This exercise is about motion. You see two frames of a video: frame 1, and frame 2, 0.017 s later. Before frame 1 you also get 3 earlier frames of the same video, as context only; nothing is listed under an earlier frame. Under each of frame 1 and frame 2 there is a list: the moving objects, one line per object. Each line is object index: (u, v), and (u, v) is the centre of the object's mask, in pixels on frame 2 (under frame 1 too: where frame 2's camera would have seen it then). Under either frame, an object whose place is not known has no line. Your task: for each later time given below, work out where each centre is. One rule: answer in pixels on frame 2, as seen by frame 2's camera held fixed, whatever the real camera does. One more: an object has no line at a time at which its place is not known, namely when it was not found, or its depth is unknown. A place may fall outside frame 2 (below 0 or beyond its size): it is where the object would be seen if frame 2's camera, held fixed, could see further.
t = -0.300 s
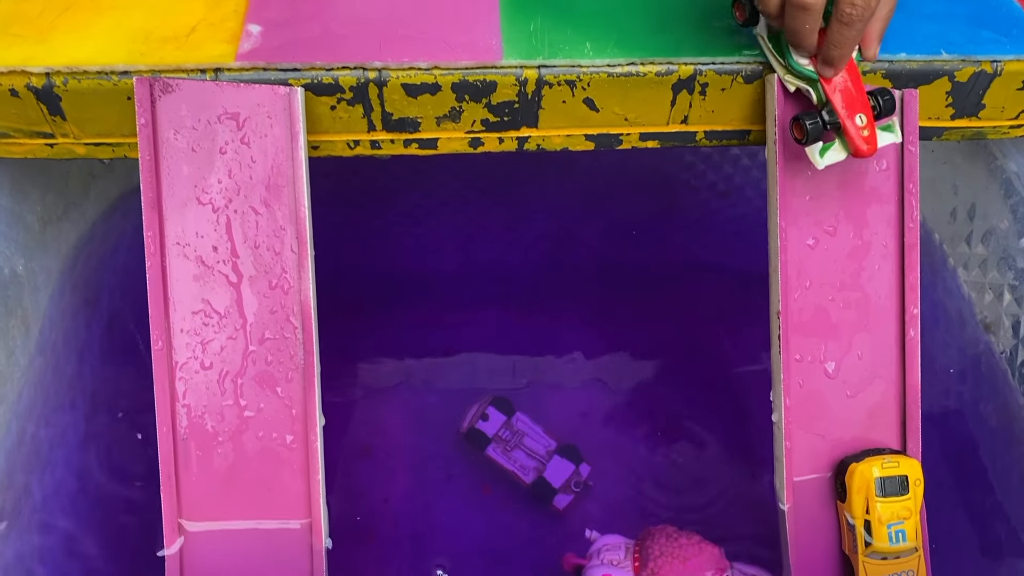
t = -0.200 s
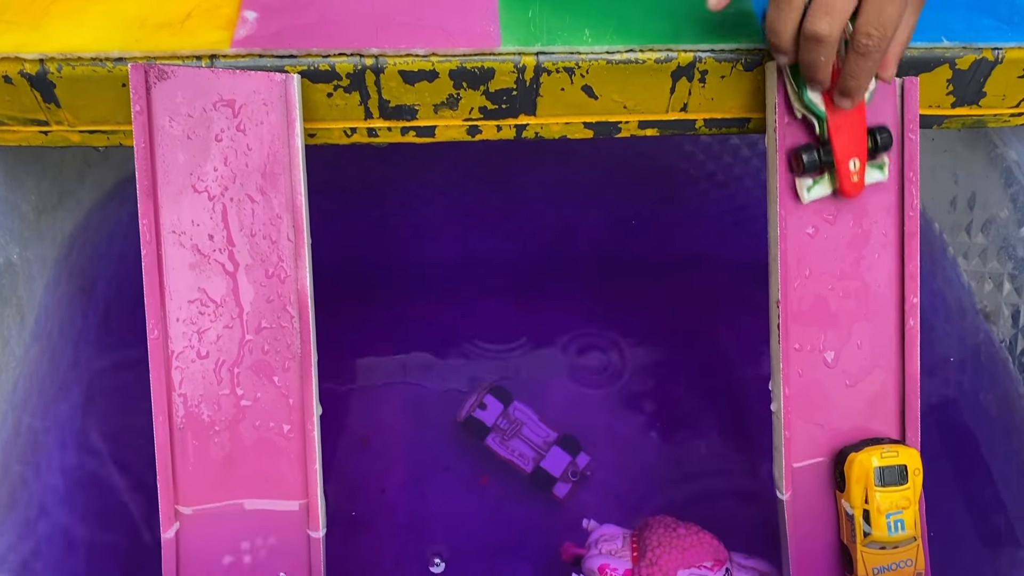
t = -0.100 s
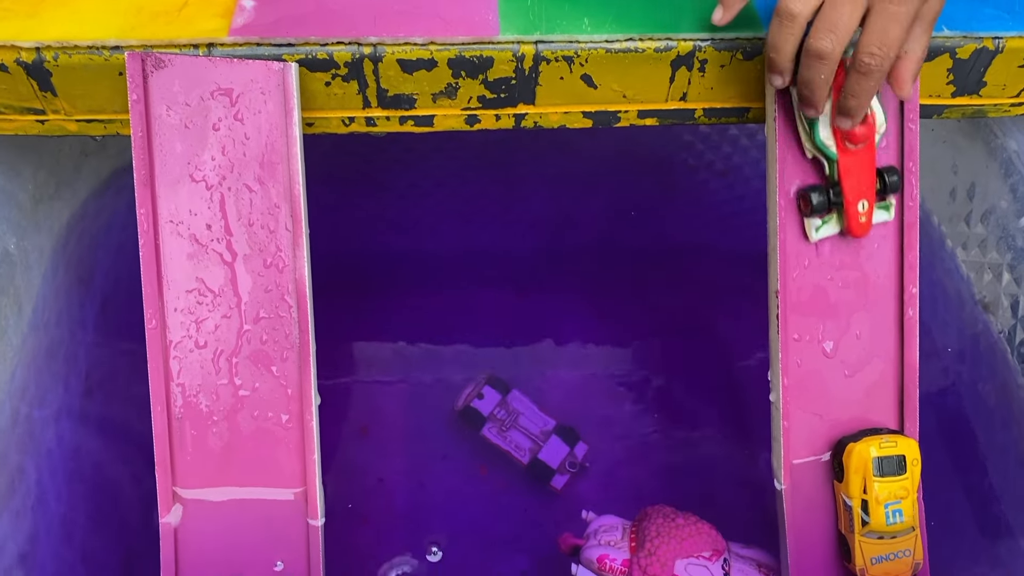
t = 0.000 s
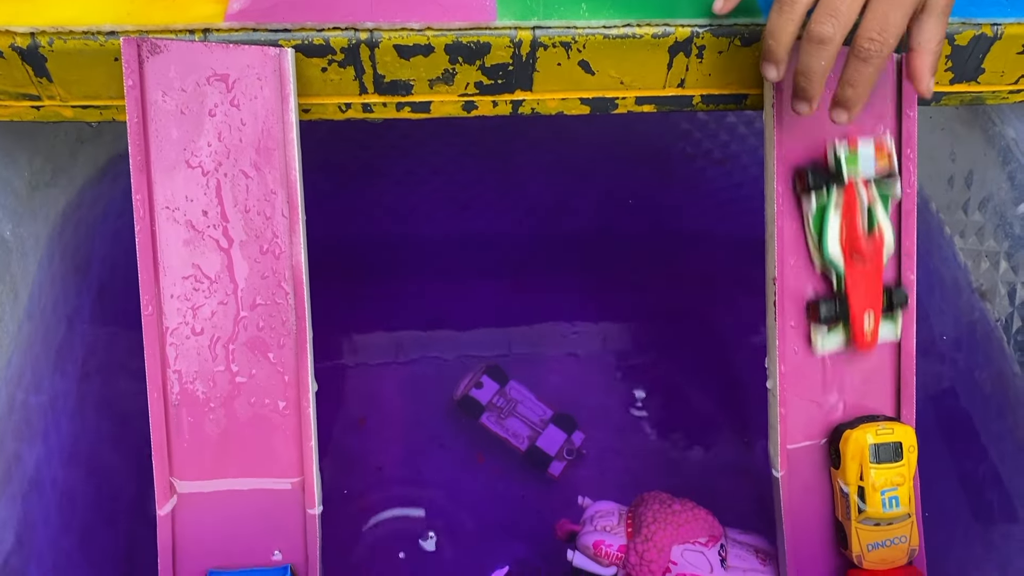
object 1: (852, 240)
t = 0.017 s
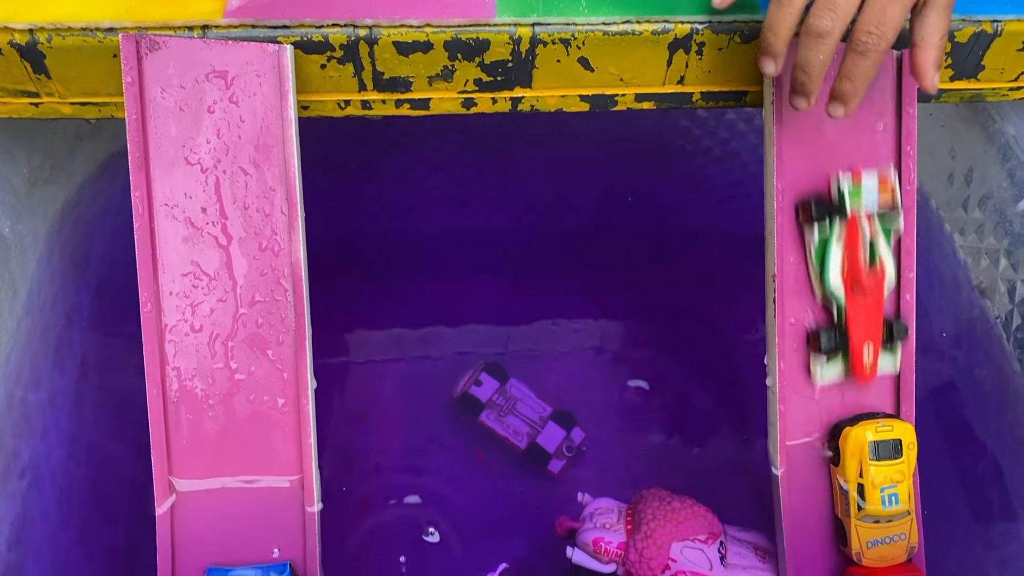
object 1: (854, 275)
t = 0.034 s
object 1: (856, 310)
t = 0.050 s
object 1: (857, 316)
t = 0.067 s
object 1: (857, 320)
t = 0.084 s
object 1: (855, 323)
